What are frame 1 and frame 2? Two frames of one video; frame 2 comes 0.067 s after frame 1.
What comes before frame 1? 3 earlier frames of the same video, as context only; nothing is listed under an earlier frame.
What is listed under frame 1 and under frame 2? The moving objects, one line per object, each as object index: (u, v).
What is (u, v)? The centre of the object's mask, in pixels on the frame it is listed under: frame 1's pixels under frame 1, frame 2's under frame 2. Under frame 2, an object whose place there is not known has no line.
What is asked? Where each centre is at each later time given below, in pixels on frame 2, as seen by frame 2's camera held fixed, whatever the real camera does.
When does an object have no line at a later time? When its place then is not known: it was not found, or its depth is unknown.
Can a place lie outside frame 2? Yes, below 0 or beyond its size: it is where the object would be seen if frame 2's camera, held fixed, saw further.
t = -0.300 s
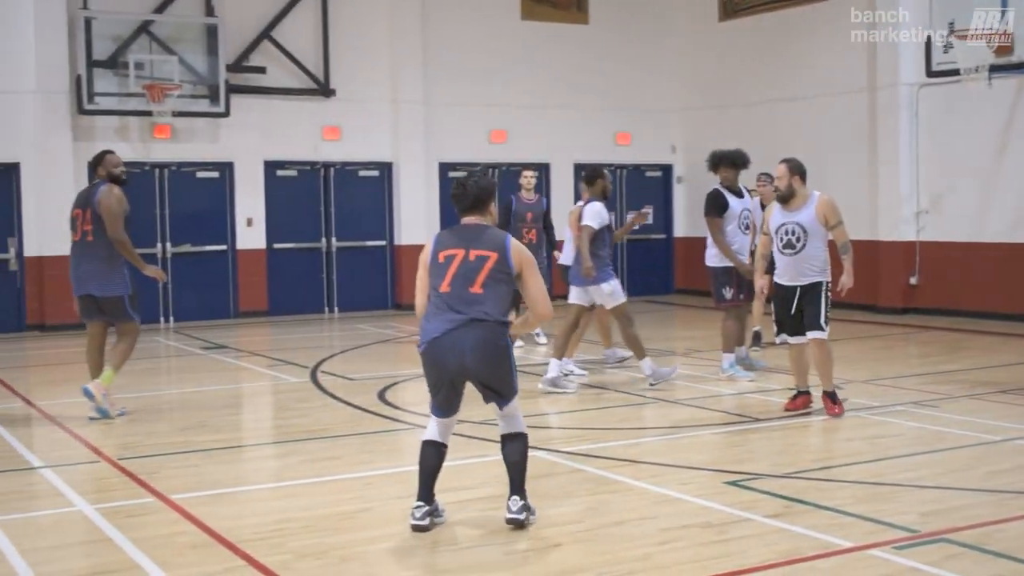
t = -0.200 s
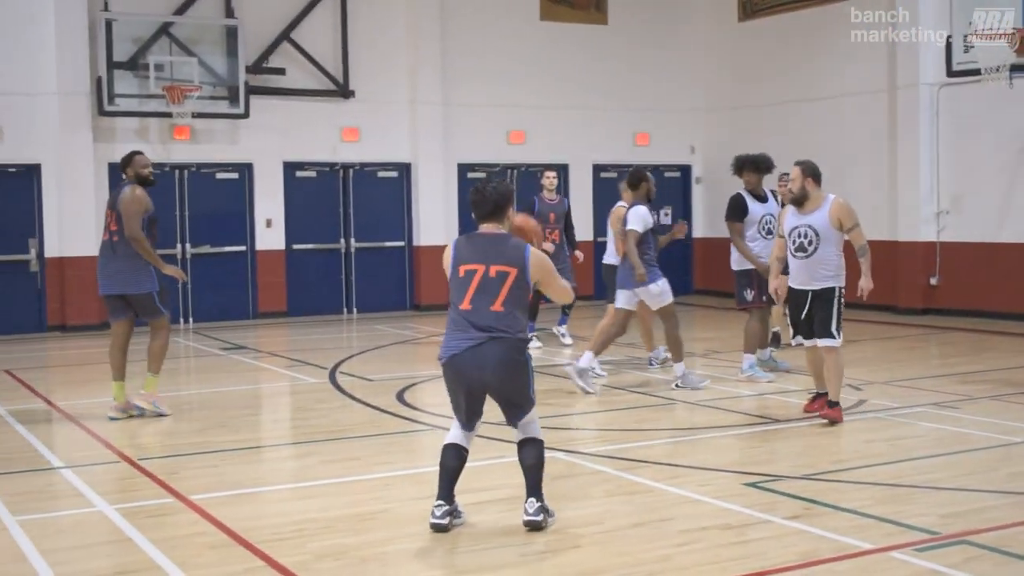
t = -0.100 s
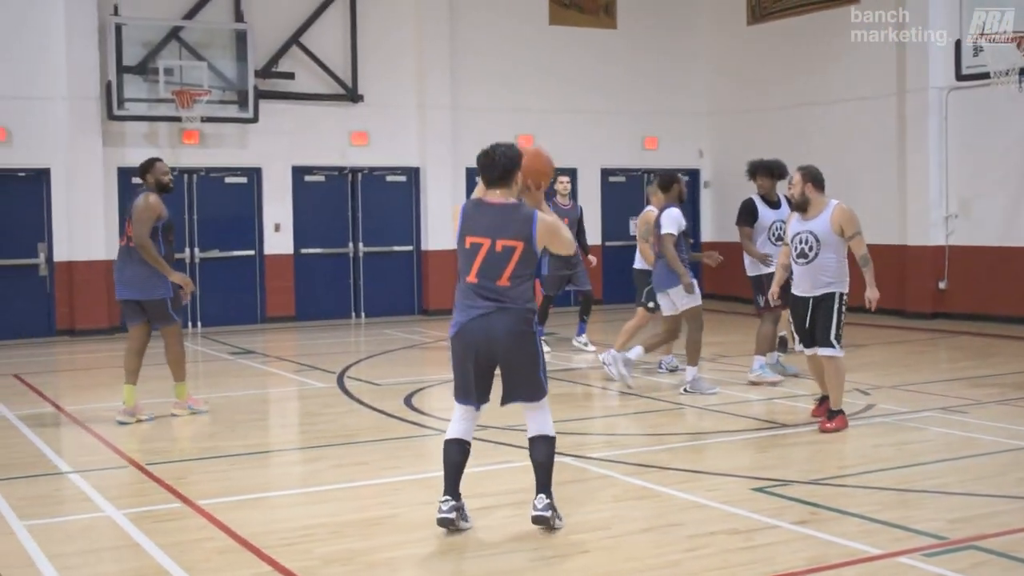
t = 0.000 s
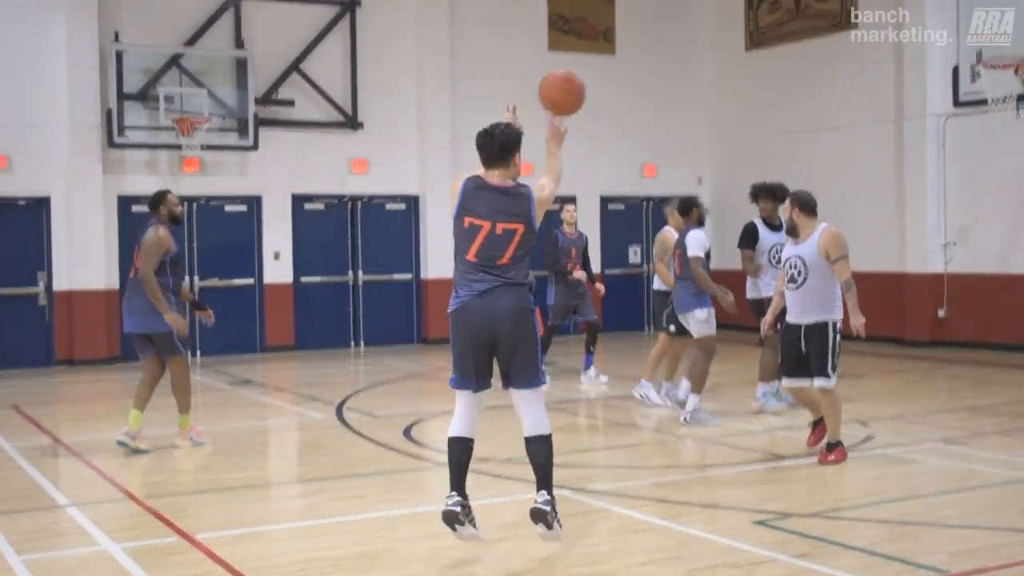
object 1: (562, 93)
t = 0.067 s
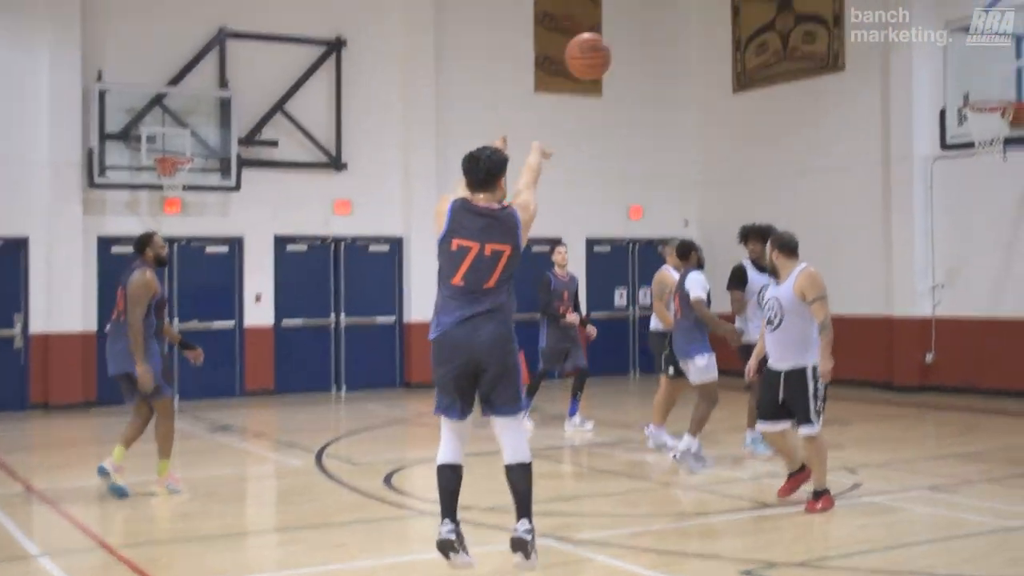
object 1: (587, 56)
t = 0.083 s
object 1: (598, 34)
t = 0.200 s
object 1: (660, -60)
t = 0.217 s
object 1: (668, -70)
